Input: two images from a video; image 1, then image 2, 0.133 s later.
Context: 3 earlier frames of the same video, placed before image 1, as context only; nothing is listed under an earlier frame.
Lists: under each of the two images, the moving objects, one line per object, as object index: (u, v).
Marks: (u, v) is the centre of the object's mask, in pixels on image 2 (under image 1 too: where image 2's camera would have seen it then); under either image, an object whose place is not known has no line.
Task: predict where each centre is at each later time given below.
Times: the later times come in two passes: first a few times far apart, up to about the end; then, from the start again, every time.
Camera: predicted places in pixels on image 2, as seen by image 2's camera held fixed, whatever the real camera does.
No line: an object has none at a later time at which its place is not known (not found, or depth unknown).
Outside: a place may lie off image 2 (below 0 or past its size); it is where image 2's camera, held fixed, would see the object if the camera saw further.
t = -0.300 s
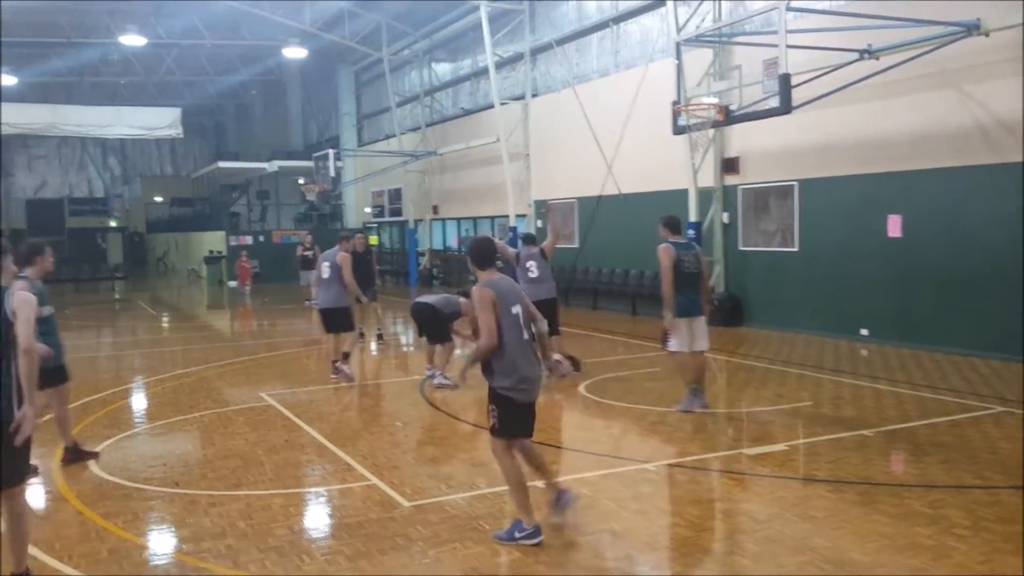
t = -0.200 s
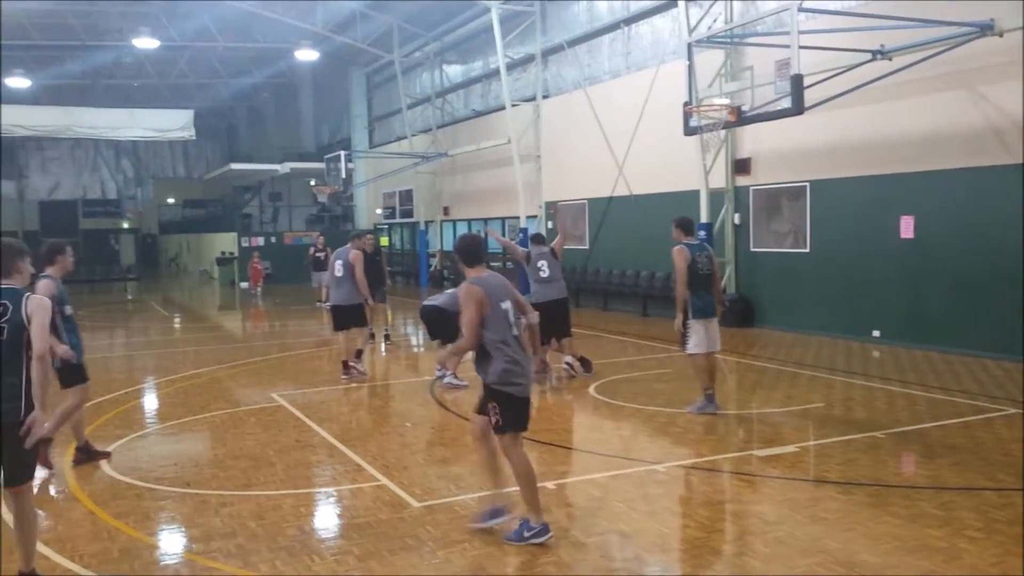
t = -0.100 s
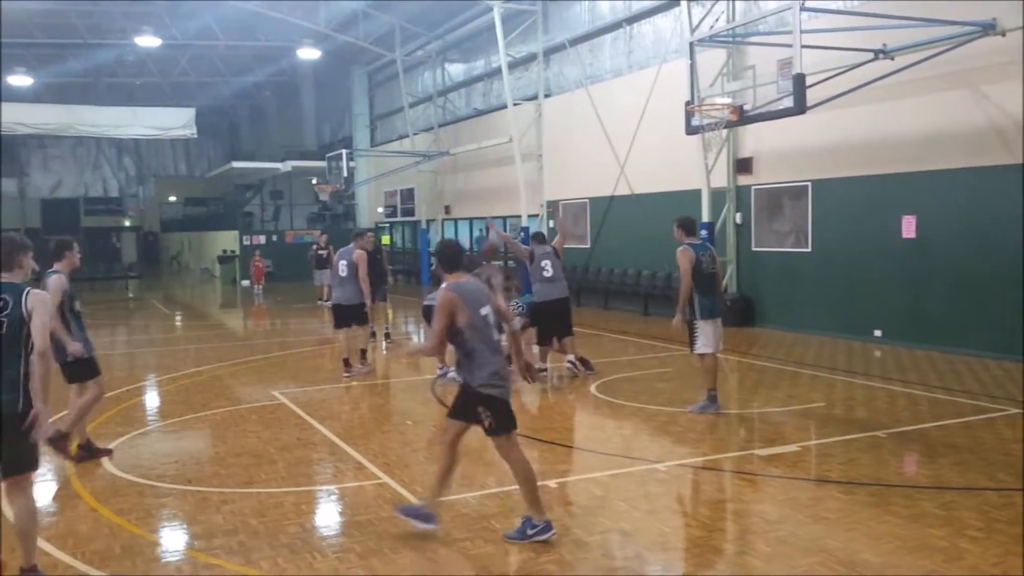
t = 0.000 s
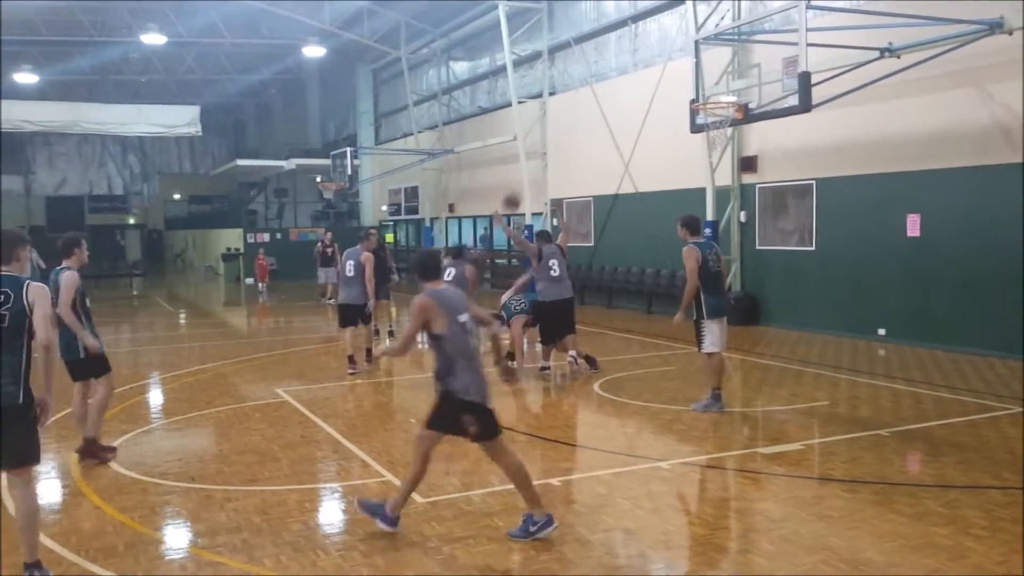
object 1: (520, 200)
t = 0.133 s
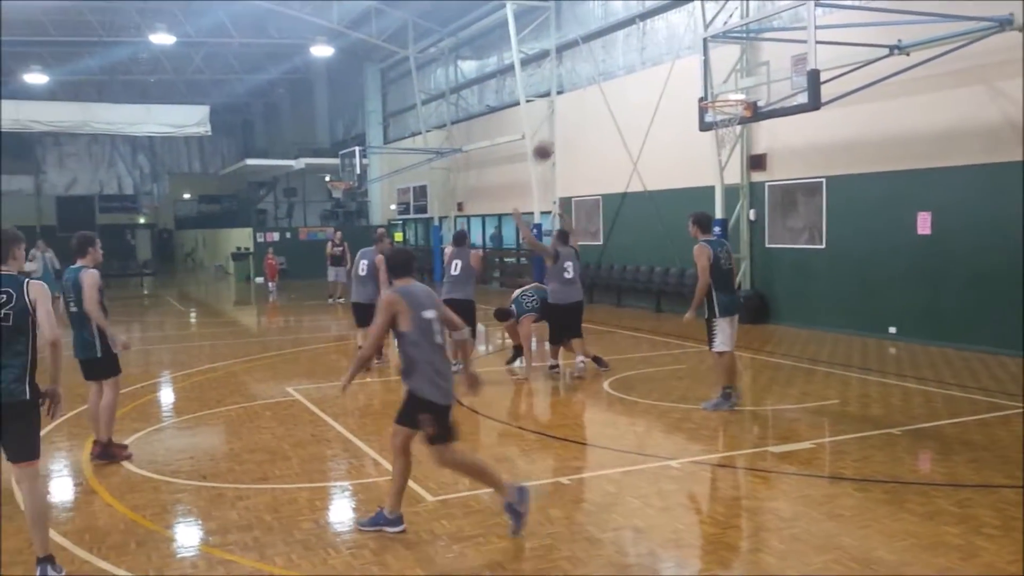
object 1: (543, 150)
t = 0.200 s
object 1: (553, 131)
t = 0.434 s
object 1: (600, 85)
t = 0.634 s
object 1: (644, 83)
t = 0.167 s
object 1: (548, 140)
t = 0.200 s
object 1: (553, 131)
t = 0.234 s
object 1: (559, 122)
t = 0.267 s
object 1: (566, 113)
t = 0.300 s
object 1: (572, 106)
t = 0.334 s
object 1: (579, 100)
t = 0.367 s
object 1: (587, 94)
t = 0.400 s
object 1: (594, 88)
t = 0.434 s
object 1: (600, 85)
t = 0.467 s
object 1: (608, 82)
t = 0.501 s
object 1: (615, 81)
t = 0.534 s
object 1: (620, 80)
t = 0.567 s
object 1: (628, 80)
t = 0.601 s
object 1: (636, 81)
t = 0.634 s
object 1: (644, 83)
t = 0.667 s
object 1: (651, 86)
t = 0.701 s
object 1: (659, 90)
